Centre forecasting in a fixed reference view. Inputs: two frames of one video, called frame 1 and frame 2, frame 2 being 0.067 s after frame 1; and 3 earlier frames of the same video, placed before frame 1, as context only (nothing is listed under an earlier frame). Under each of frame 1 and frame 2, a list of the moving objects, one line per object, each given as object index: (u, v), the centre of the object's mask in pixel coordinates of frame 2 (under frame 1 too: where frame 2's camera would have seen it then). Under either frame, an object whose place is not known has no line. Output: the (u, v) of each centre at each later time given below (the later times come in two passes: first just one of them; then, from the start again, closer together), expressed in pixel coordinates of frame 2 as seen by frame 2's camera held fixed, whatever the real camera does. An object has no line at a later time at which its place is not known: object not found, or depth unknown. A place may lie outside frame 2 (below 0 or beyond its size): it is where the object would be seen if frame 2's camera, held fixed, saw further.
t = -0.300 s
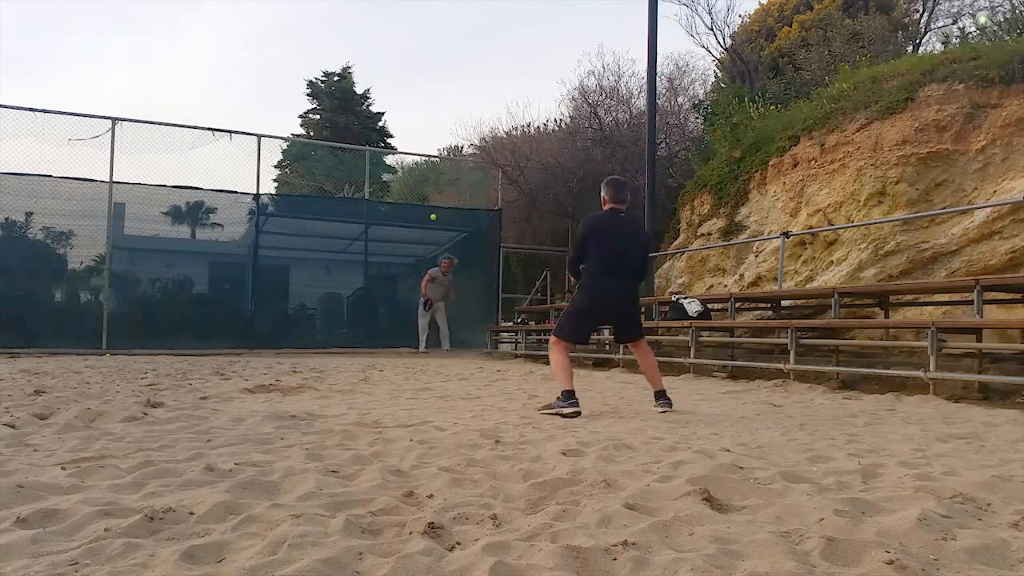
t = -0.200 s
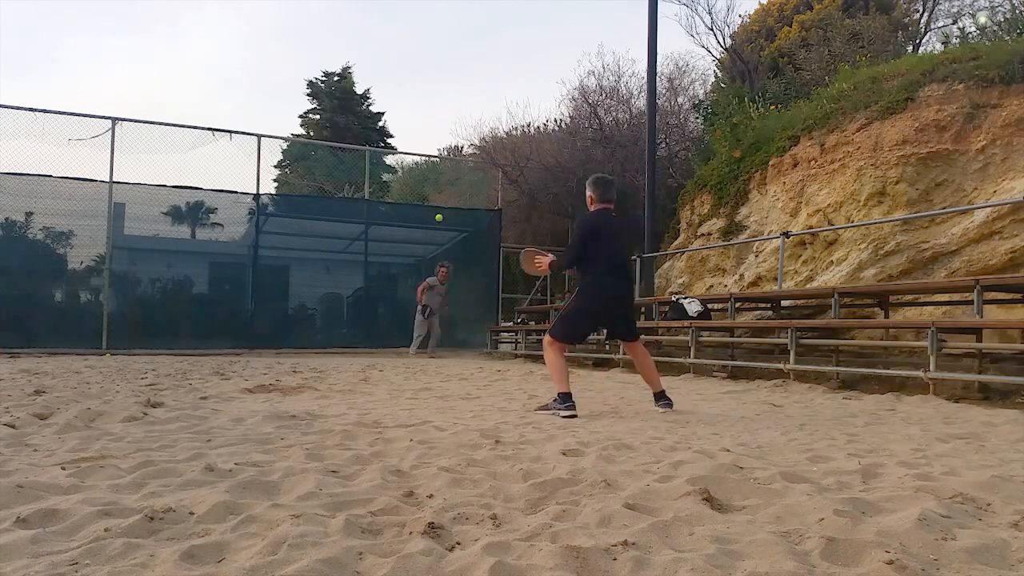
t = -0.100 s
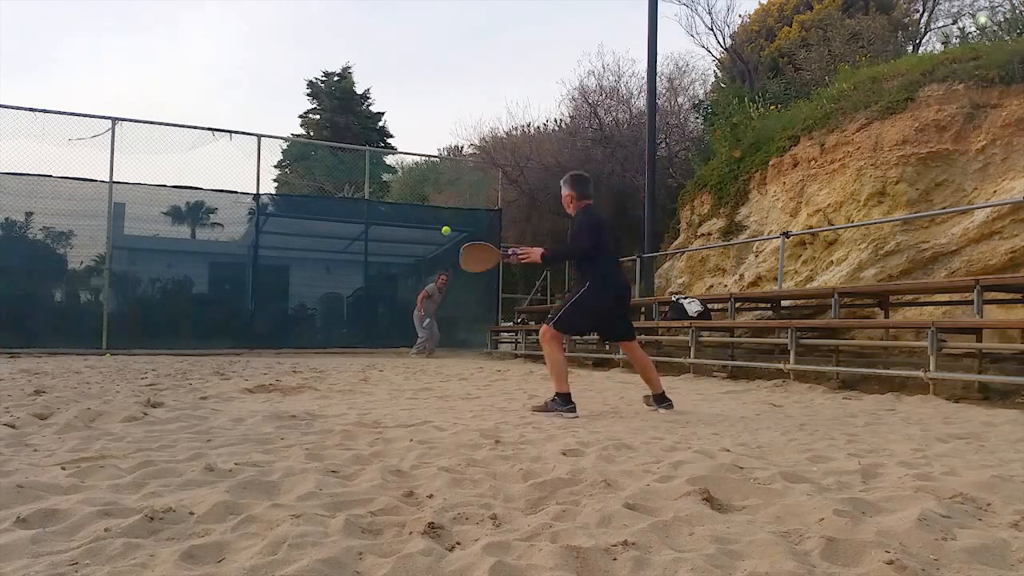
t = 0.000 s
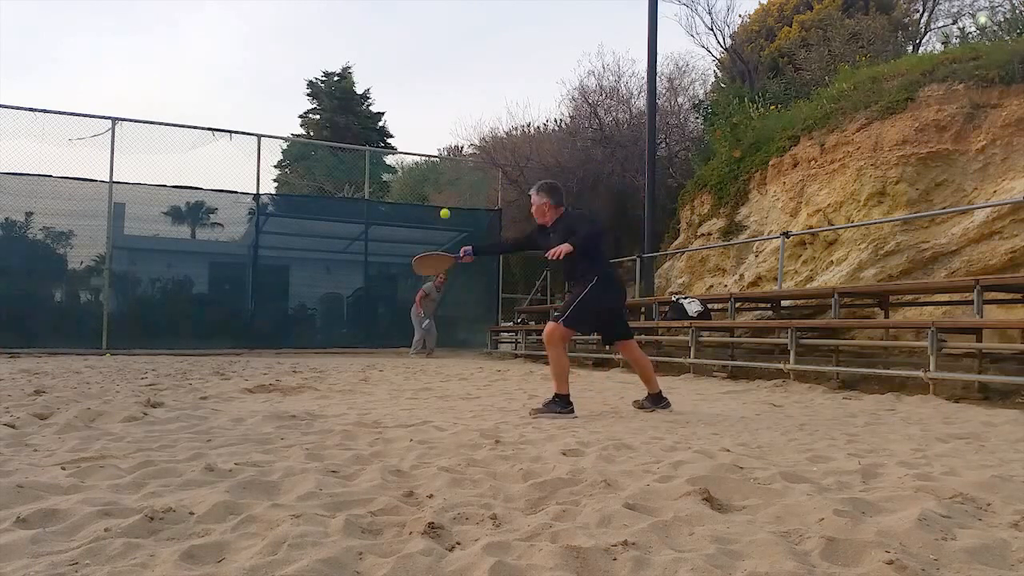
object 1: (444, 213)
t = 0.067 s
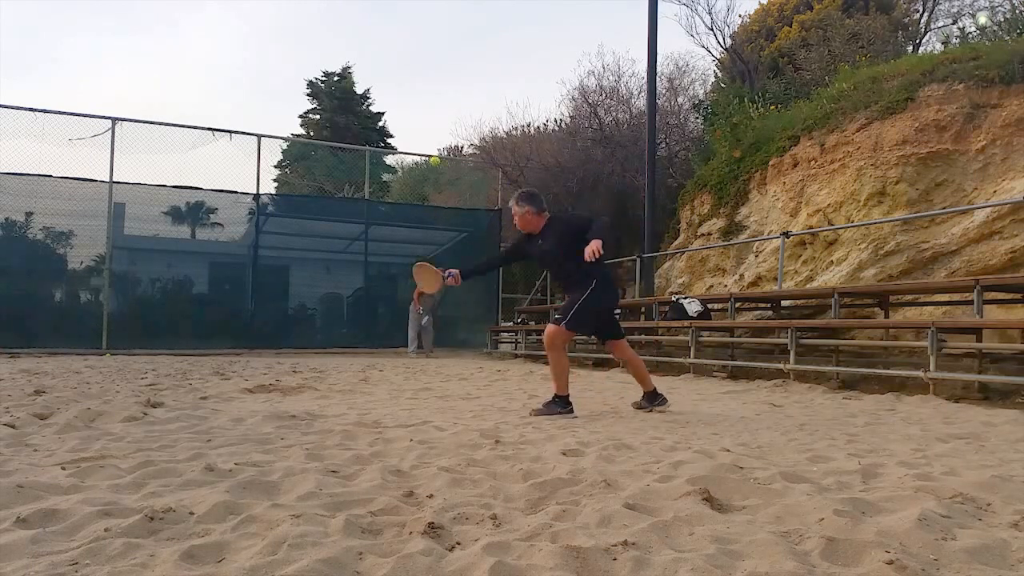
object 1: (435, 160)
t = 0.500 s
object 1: (393, 29)
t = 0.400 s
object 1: (400, 36)
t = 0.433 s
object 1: (397, 32)
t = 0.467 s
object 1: (395, 30)
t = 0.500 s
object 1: (393, 29)
